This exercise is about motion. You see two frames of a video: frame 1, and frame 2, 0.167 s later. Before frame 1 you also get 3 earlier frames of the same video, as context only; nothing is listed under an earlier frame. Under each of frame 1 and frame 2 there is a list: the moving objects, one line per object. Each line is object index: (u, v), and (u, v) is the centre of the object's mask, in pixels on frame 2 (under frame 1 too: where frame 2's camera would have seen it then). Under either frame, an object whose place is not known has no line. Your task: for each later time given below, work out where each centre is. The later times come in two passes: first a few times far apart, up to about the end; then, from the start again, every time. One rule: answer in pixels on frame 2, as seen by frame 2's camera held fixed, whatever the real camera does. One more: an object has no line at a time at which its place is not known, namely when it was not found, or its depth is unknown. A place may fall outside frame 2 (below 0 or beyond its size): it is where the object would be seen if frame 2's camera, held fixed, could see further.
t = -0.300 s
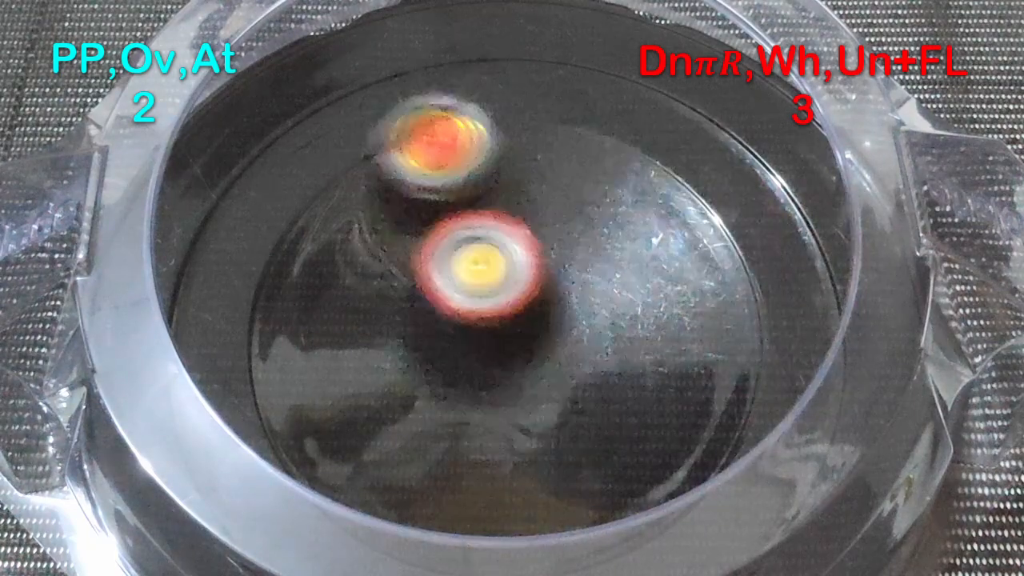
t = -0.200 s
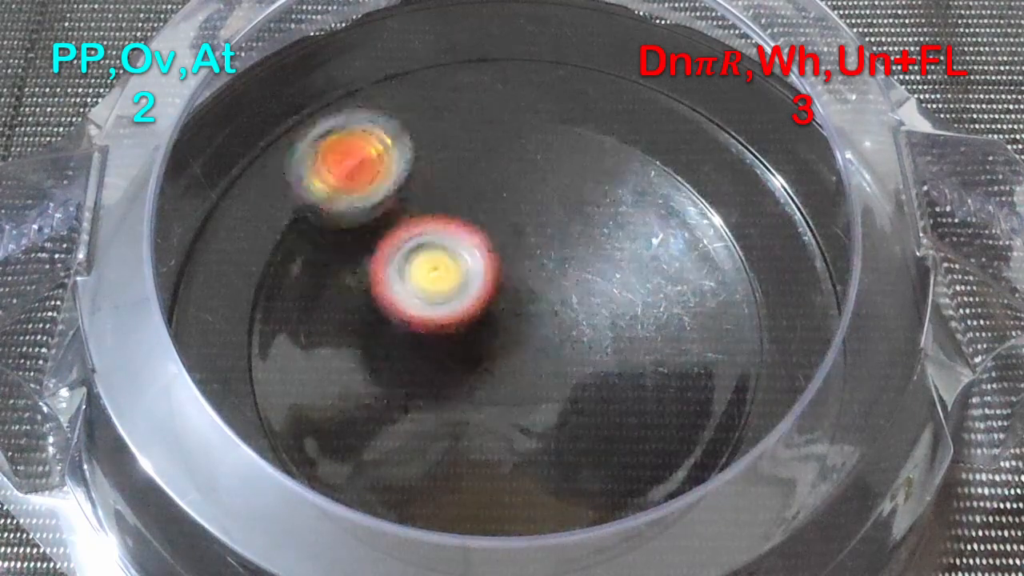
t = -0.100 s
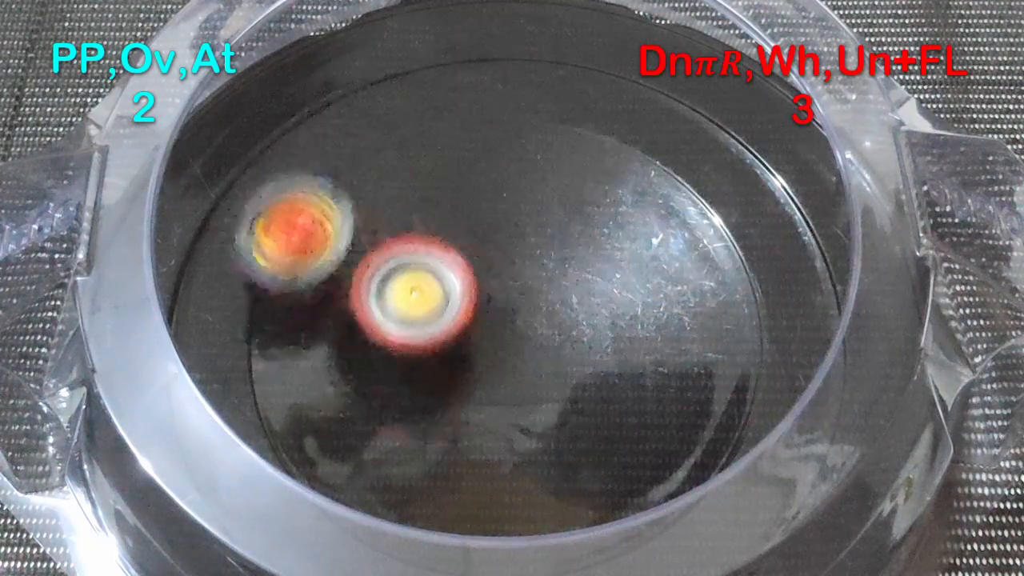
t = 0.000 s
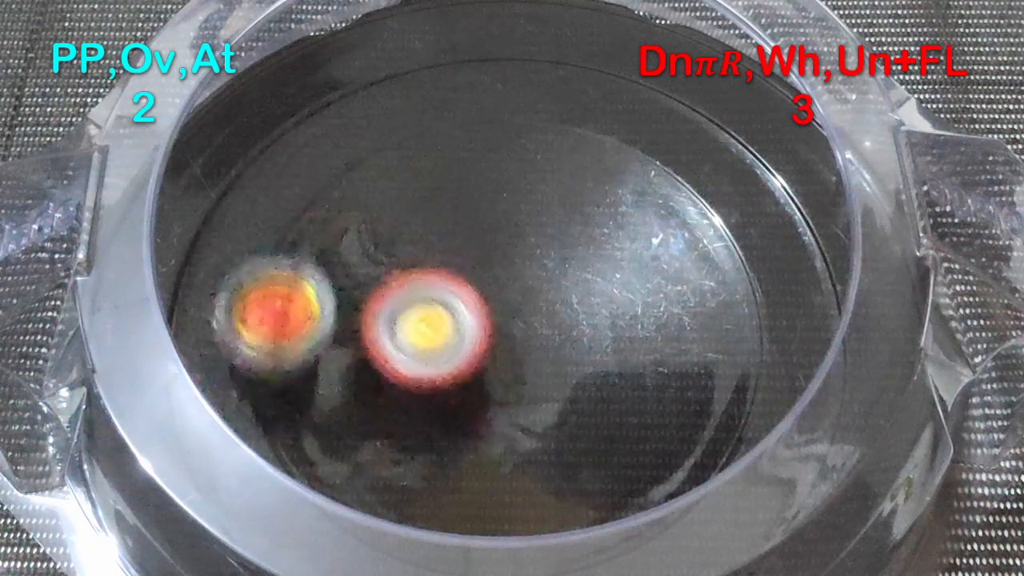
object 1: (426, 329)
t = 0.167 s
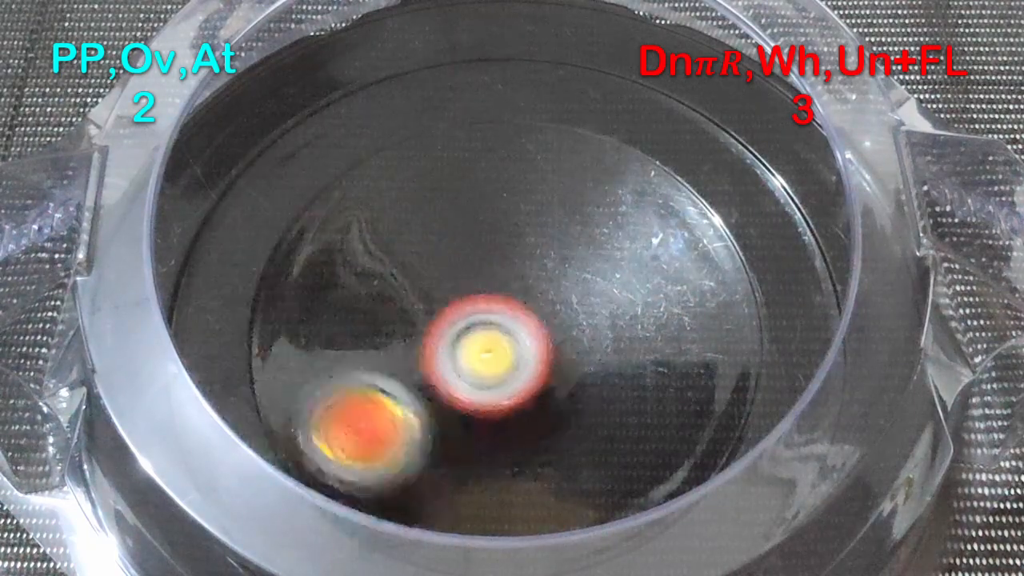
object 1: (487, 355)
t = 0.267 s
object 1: (524, 343)
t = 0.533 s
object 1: (561, 247)
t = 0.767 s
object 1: (505, 209)
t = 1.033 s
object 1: (475, 242)
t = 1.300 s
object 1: (514, 259)
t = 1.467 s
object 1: (536, 252)
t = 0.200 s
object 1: (499, 354)
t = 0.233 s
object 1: (511, 350)
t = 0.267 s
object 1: (524, 343)
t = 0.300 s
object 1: (545, 328)
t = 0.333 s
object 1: (563, 310)
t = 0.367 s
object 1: (573, 296)
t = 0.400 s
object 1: (578, 282)
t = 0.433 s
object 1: (578, 269)
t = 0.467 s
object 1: (574, 258)
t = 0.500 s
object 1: (569, 251)
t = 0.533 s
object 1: (561, 247)
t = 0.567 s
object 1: (553, 246)
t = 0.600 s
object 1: (546, 237)
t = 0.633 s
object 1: (538, 227)
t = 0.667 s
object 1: (530, 220)
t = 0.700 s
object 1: (522, 215)
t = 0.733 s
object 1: (512, 212)
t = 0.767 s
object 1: (505, 209)
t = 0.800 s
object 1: (498, 208)
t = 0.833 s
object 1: (492, 209)
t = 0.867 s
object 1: (486, 213)
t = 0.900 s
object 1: (485, 213)
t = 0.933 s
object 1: (483, 217)
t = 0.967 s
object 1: (480, 223)
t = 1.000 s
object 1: (477, 232)
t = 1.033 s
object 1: (475, 242)
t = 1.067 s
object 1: (473, 254)
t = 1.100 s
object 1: (477, 260)
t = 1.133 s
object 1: (486, 260)
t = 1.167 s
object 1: (493, 262)
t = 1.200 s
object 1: (497, 267)
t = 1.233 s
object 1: (501, 270)
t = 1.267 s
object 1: (509, 263)
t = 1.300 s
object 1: (514, 259)
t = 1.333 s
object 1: (518, 257)
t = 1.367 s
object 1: (521, 256)
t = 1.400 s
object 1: (523, 256)
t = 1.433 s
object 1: (525, 257)
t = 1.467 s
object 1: (536, 252)
